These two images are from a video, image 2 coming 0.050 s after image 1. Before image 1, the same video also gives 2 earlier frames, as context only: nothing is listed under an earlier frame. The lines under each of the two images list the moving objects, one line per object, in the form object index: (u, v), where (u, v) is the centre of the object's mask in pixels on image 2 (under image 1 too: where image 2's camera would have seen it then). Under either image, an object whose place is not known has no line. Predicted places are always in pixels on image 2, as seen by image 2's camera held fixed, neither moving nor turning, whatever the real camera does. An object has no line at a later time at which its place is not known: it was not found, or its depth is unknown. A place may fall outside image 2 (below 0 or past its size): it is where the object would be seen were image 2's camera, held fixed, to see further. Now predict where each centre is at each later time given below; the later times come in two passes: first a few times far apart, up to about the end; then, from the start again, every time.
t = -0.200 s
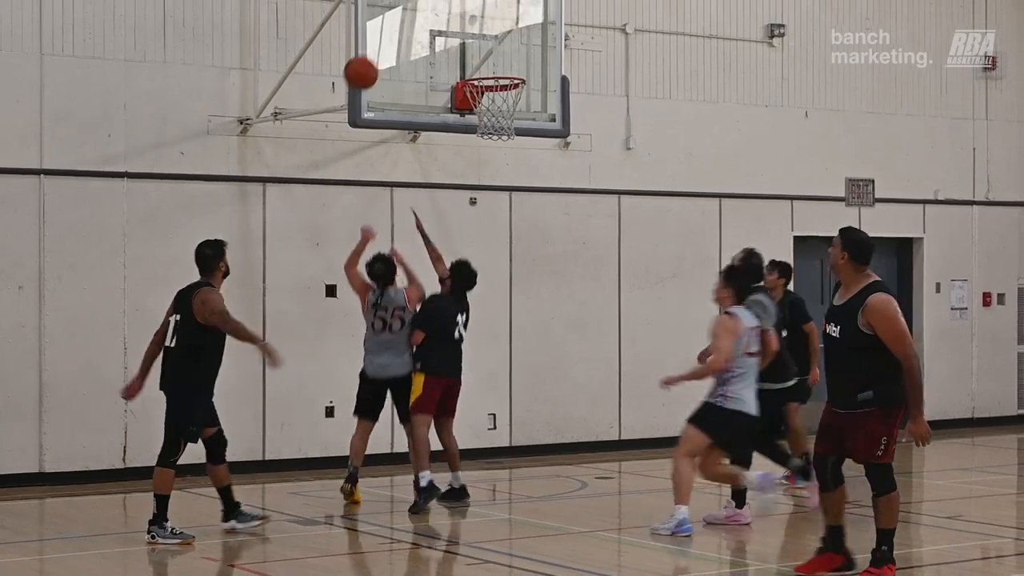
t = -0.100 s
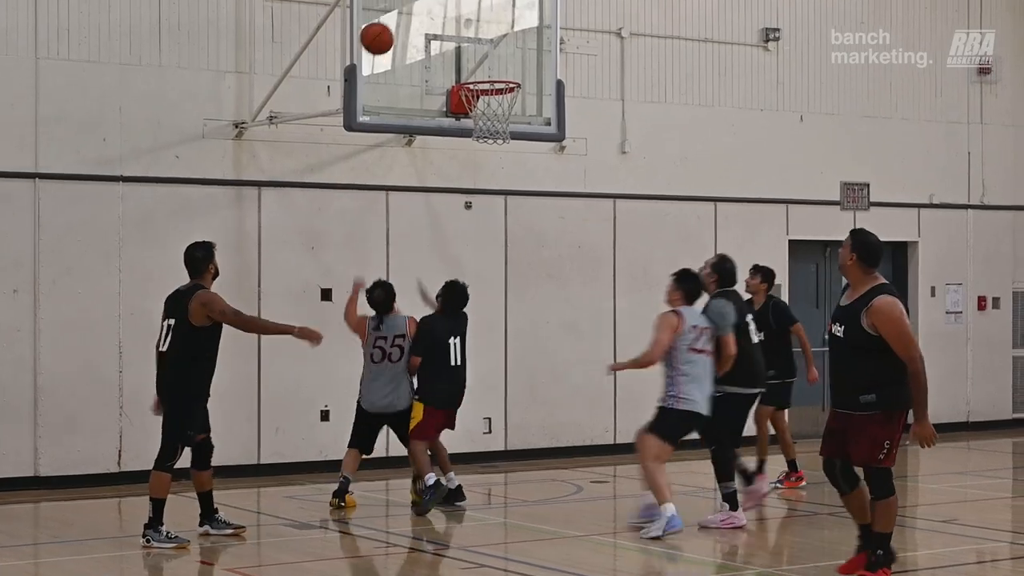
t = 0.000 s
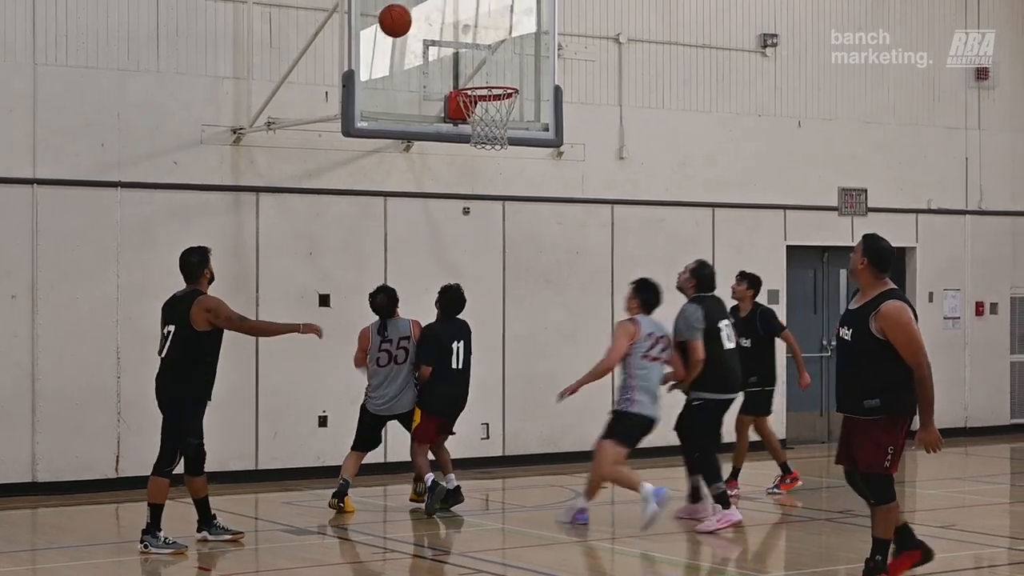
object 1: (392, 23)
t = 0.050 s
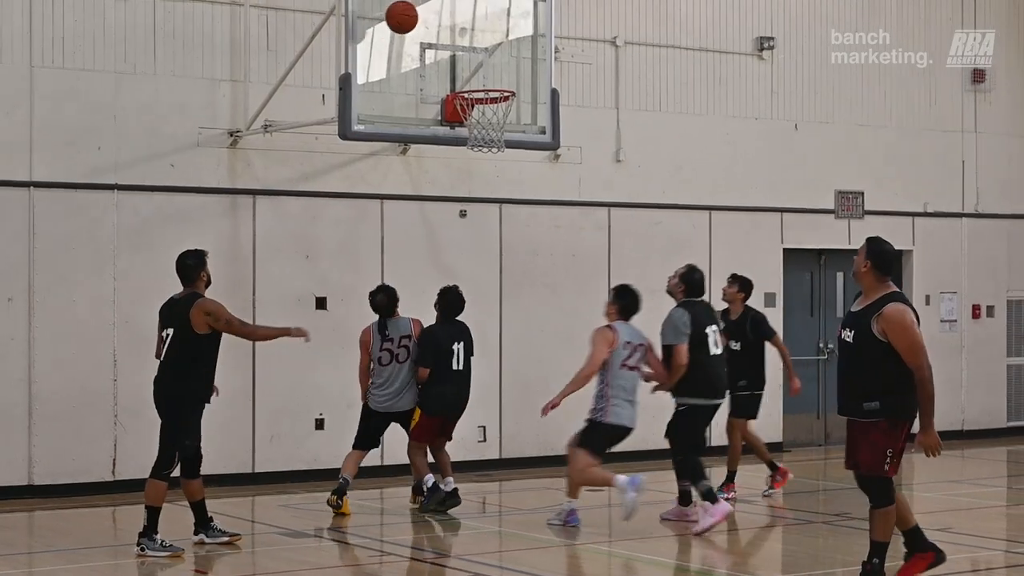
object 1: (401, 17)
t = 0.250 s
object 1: (439, 25)
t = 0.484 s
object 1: (482, 77)
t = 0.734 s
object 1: (464, 118)
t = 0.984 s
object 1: (466, 123)
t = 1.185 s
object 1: (490, 145)
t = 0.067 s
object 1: (405, 16)
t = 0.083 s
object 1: (408, 15)
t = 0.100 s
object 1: (411, 14)
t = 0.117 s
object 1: (414, 14)
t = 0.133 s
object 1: (417, 14)
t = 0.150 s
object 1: (420, 14)
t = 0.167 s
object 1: (424, 15)
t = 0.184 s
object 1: (427, 16)
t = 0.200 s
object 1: (430, 18)
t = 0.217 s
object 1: (433, 20)
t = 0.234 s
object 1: (436, 22)
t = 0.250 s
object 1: (439, 25)
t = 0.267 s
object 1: (442, 28)
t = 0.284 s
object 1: (445, 31)
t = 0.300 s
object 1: (448, 34)
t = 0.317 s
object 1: (451, 37)
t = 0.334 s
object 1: (454, 39)
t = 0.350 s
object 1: (457, 42)
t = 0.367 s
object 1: (461, 46)
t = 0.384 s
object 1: (464, 49)
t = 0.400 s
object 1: (467, 53)
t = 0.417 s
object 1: (470, 58)
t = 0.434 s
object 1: (473, 62)
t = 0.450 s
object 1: (476, 67)
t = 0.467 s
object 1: (479, 72)
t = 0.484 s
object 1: (482, 77)
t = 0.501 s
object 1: (485, 80)
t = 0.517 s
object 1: (487, 88)
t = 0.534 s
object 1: (488, 89)
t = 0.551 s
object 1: (489, 91)
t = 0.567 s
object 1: (489, 93)
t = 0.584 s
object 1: (490, 95)
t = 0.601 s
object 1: (491, 98)
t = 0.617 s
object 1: (489, 100)
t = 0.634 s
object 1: (486, 103)
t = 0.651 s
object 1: (483, 107)
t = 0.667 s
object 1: (480, 110)
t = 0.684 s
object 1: (475, 114)
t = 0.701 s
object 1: (471, 116)
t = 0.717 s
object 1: (467, 118)
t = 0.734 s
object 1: (464, 118)
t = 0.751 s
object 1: (463, 120)
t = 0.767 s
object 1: (462, 119)
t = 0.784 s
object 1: (460, 119)
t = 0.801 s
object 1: (460, 120)
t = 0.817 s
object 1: (459, 120)
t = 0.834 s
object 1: (459, 120)
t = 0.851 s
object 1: (459, 120)
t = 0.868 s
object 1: (459, 119)
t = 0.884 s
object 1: (459, 119)
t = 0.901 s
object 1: (460, 119)
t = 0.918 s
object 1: (461, 119)
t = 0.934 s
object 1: (462, 120)
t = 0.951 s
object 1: (464, 123)
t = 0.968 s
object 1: (466, 124)
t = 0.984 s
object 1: (466, 123)
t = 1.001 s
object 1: (468, 124)
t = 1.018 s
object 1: (472, 129)
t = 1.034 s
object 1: (474, 130)
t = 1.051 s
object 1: (476, 132)
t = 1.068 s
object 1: (477, 133)
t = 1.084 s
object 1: (478, 134)
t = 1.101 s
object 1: (481, 136)
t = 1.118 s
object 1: (483, 138)
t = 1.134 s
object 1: (485, 139)
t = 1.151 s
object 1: (486, 141)
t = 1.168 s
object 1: (489, 143)
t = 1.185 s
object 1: (490, 145)
